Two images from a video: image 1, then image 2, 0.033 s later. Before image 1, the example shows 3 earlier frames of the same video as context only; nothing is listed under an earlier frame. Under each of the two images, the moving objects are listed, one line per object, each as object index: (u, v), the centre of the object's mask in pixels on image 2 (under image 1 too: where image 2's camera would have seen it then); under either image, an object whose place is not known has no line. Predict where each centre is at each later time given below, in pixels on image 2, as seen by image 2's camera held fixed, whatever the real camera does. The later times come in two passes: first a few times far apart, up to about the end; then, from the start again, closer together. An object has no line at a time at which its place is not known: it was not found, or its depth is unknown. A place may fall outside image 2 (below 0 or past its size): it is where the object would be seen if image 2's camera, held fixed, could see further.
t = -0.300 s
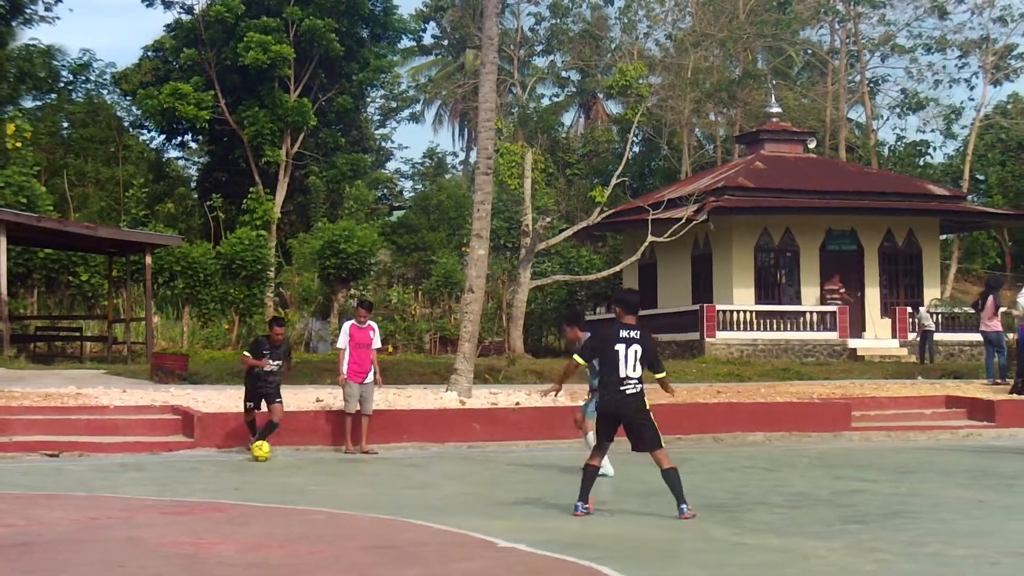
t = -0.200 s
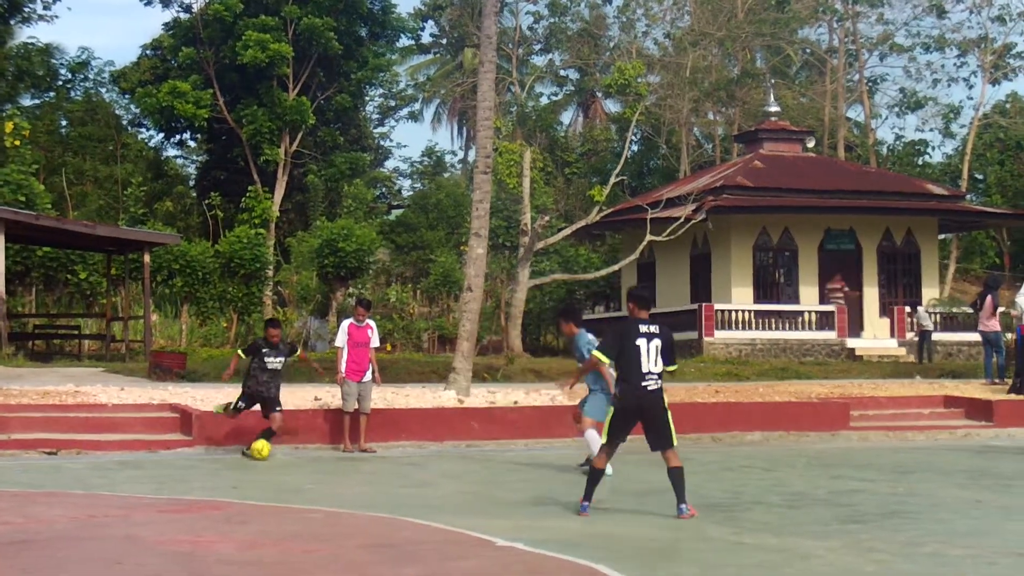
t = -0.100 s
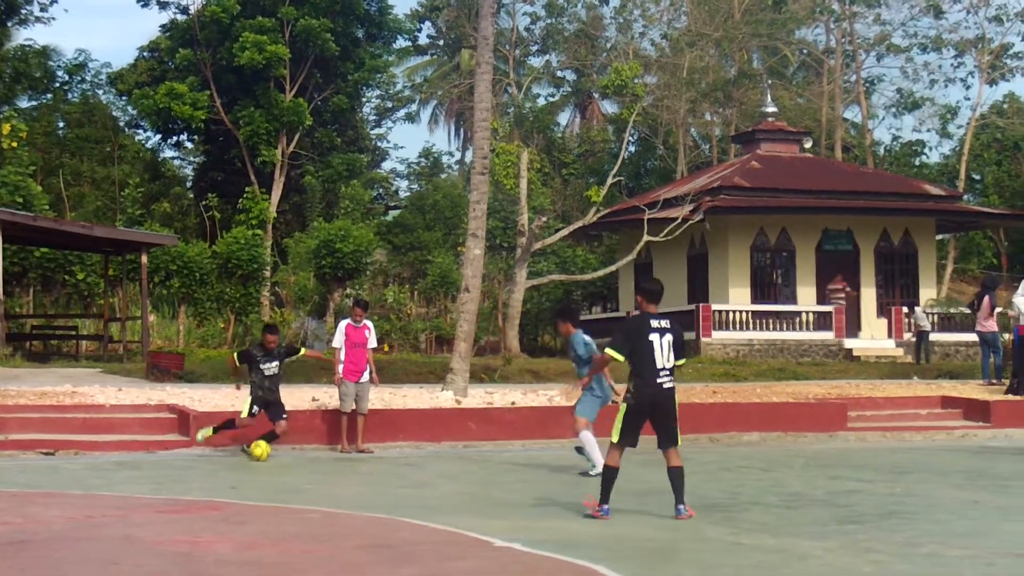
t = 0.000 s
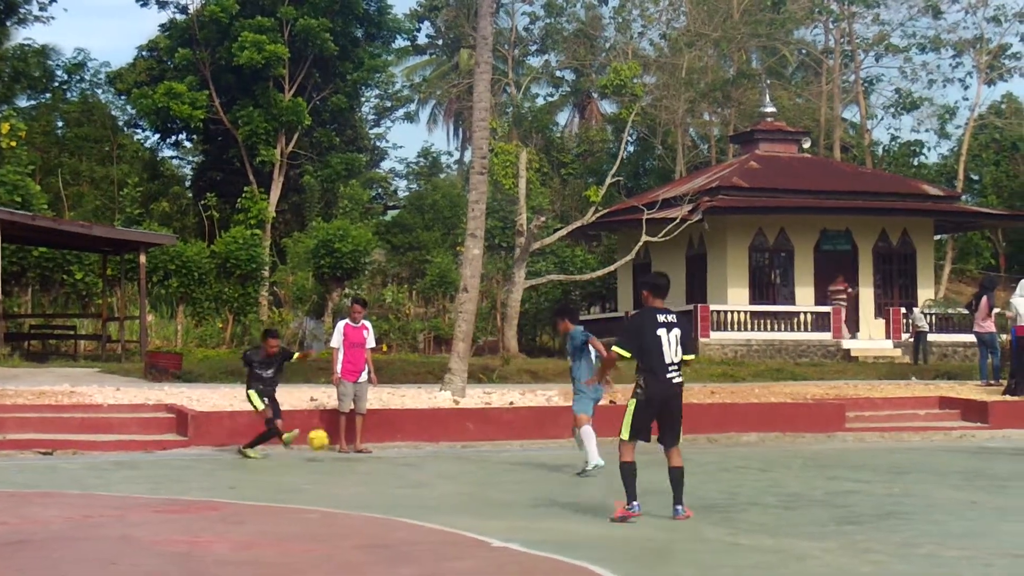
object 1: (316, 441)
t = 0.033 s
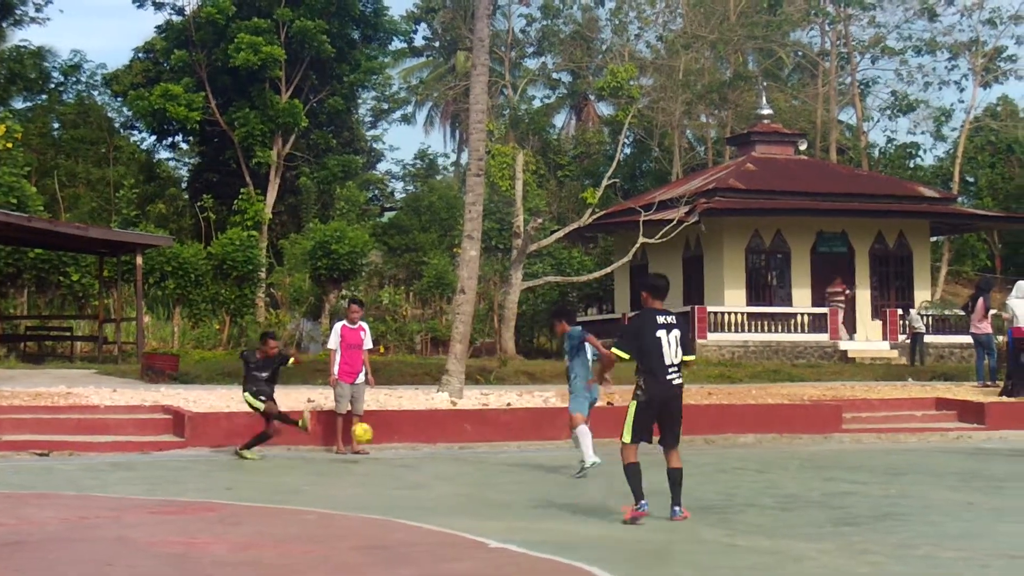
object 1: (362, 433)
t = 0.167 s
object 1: (549, 414)
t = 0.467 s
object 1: (982, 440)
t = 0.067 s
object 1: (409, 427)
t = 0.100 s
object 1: (456, 422)
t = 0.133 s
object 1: (502, 418)
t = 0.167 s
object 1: (549, 414)
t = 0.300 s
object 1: (734, 412)
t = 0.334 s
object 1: (783, 414)
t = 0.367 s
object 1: (832, 419)
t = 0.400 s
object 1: (882, 425)
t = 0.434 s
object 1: (932, 432)
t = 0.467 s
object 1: (982, 440)
